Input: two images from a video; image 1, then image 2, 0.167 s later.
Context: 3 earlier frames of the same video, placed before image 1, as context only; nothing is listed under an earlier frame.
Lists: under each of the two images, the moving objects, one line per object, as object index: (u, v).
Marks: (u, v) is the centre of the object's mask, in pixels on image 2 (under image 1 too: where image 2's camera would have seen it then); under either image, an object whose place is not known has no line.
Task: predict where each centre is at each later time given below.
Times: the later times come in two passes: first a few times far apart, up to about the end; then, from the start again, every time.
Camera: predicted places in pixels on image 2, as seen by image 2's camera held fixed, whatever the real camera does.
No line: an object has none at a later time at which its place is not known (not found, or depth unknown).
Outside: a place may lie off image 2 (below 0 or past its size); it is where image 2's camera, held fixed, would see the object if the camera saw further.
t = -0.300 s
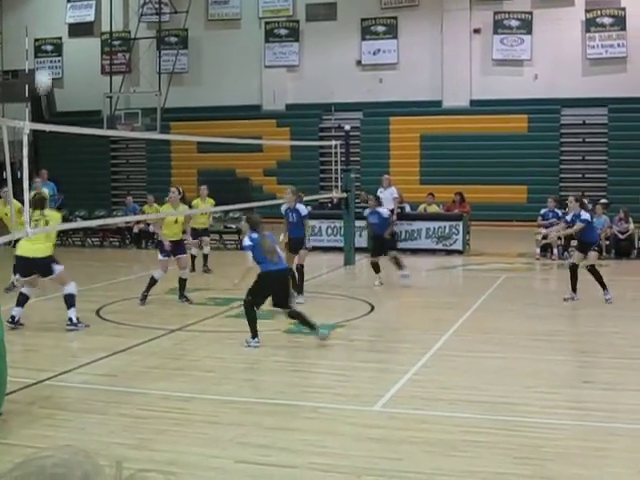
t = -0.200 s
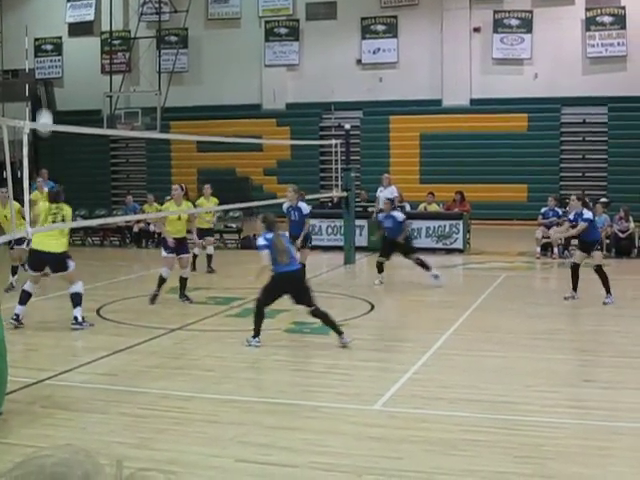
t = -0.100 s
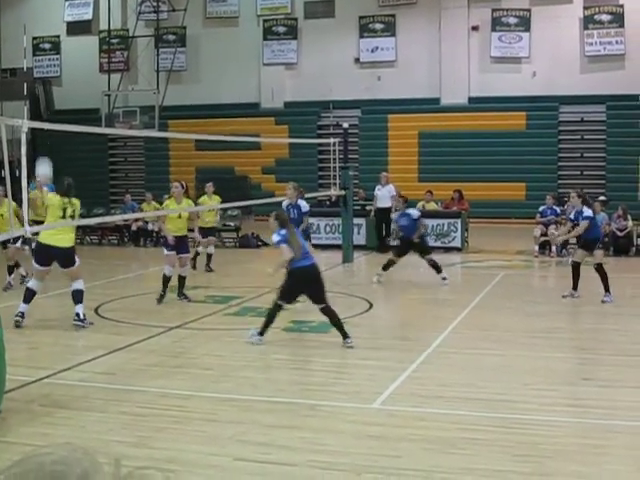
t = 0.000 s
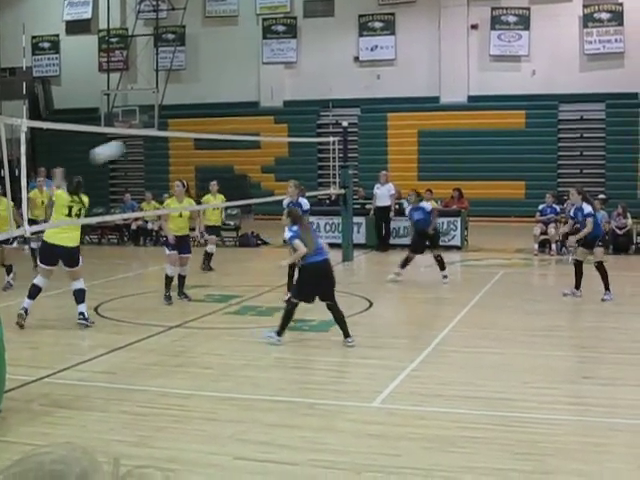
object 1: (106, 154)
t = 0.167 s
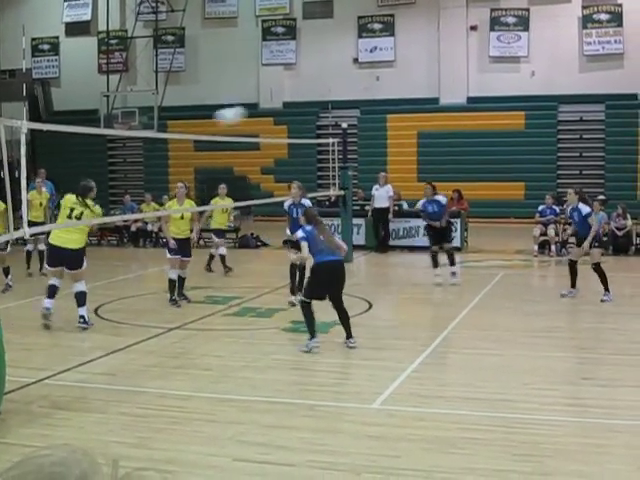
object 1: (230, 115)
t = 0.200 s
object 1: (253, 110)
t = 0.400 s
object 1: (389, 107)
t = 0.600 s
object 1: (519, 142)
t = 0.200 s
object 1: (253, 110)
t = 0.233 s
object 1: (276, 108)
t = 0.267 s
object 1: (299, 106)
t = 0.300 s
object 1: (321, 105)
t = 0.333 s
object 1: (344, 104)
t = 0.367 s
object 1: (367, 106)
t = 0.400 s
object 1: (389, 107)
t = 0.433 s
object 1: (410, 109)
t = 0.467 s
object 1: (434, 114)
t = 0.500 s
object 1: (456, 120)
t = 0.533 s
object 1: (477, 127)
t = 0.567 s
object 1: (498, 134)
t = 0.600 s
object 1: (519, 142)
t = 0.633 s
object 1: (540, 151)
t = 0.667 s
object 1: (560, 161)
